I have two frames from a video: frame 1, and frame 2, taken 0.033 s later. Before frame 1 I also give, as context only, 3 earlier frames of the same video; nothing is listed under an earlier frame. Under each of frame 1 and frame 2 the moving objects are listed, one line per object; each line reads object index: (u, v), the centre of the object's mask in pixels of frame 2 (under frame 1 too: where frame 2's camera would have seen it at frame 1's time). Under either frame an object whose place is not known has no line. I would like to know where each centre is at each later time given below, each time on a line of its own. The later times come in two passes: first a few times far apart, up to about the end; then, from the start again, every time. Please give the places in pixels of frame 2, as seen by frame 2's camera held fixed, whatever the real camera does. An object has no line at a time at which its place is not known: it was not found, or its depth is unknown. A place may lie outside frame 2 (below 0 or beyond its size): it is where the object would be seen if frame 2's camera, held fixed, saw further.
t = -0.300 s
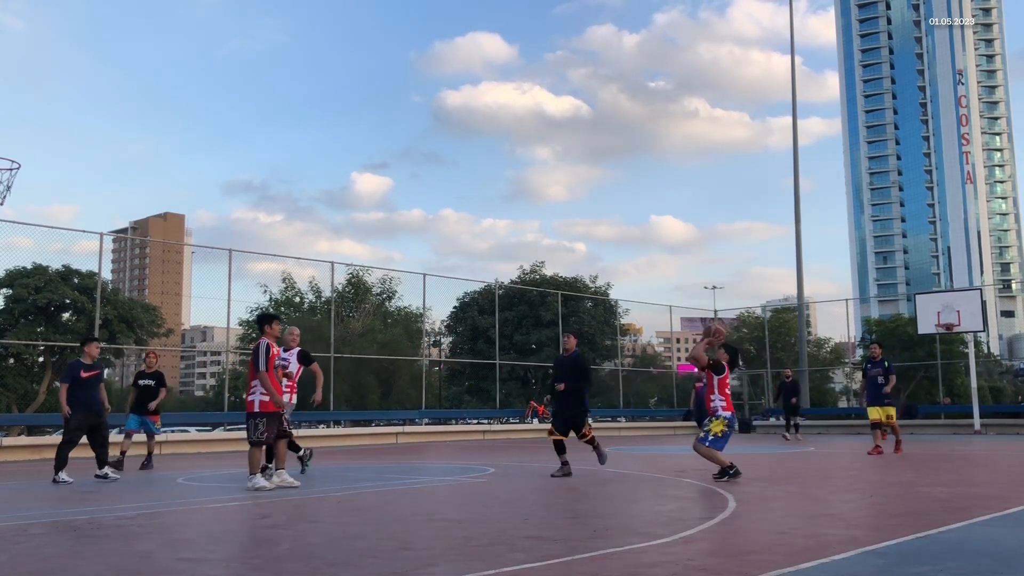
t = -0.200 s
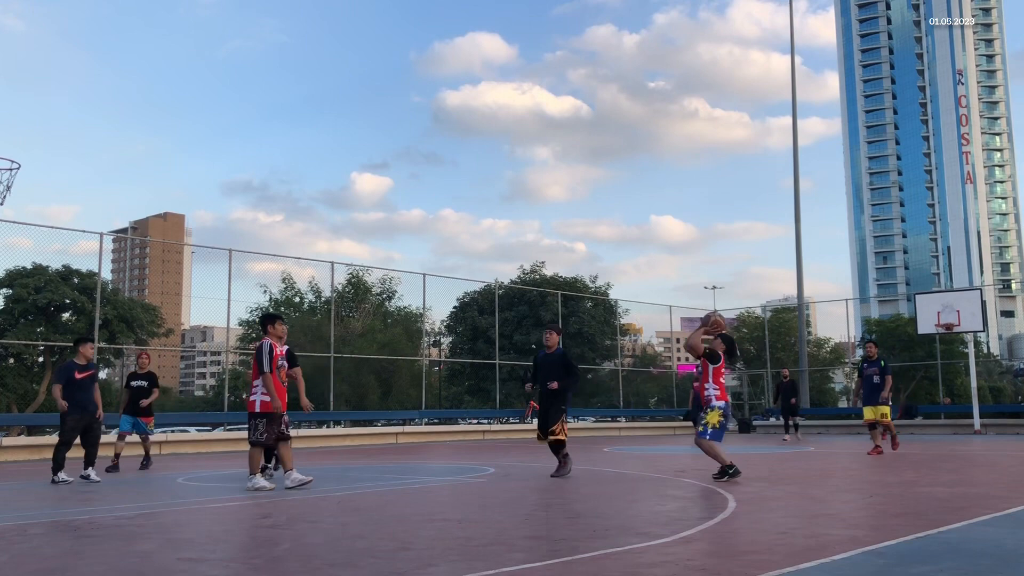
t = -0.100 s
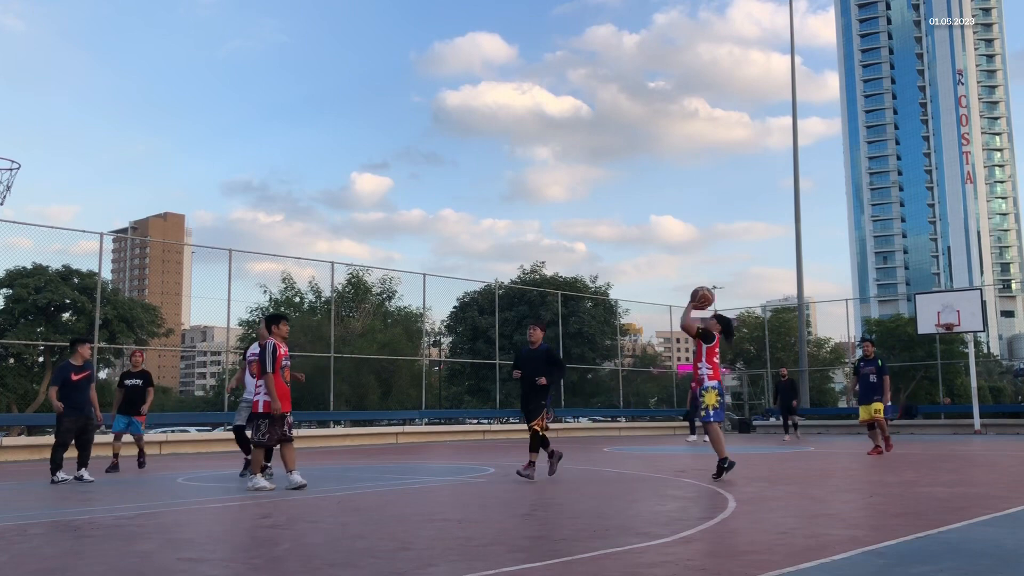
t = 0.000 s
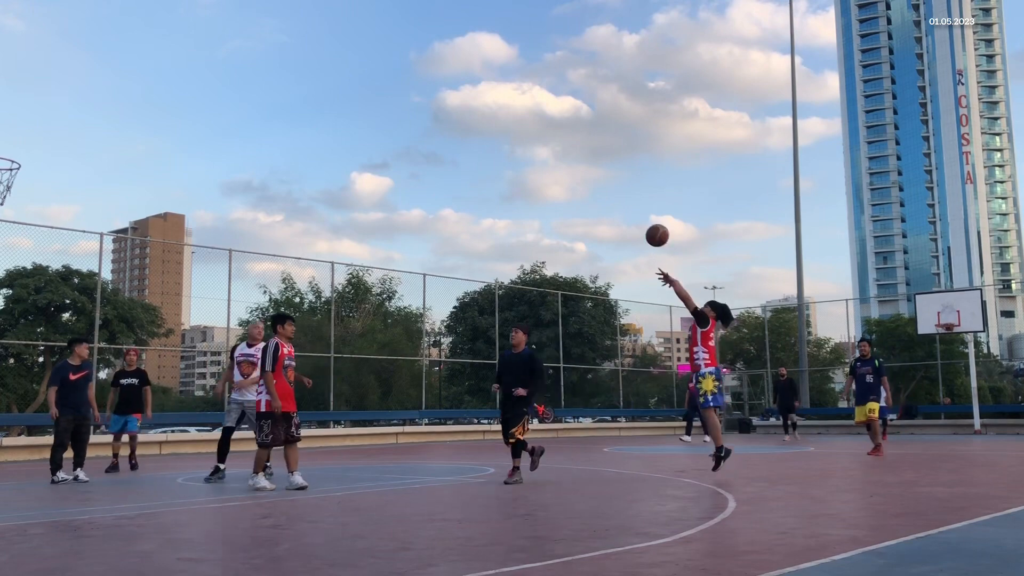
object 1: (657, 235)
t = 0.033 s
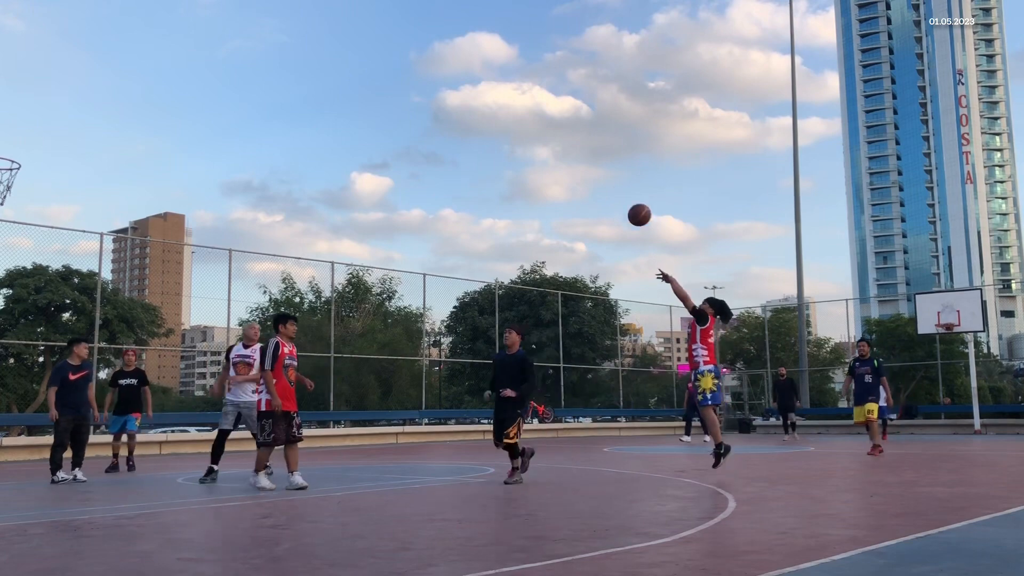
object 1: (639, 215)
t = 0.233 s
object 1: (534, 114)
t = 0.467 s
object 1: (412, 41)
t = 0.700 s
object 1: (289, 18)
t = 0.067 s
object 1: (622, 195)
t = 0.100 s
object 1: (604, 177)
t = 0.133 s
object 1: (586, 160)
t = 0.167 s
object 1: (569, 144)
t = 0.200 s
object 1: (551, 128)
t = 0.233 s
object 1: (534, 114)
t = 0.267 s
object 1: (517, 101)
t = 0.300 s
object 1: (499, 88)
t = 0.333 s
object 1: (482, 77)
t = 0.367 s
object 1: (465, 67)
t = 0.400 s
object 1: (447, 57)
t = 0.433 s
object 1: (430, 49)
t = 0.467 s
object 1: (412, 41)
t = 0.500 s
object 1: (395, 35)
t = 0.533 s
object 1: (377, 30)
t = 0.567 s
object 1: (360, 25)
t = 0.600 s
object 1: (342, 22)
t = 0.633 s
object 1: (324, 19)
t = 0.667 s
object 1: (307, 18)
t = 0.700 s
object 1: (289, 18)
